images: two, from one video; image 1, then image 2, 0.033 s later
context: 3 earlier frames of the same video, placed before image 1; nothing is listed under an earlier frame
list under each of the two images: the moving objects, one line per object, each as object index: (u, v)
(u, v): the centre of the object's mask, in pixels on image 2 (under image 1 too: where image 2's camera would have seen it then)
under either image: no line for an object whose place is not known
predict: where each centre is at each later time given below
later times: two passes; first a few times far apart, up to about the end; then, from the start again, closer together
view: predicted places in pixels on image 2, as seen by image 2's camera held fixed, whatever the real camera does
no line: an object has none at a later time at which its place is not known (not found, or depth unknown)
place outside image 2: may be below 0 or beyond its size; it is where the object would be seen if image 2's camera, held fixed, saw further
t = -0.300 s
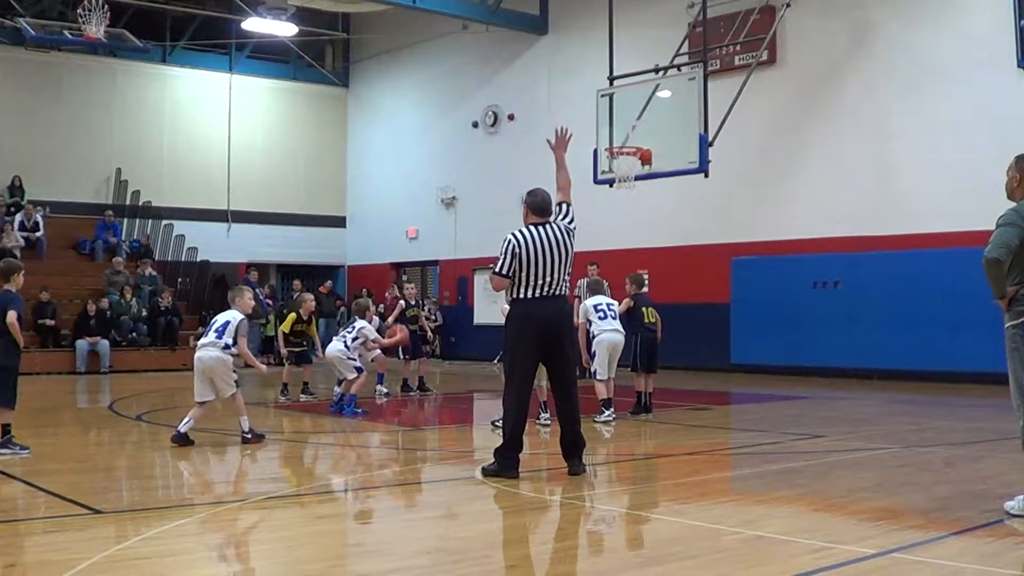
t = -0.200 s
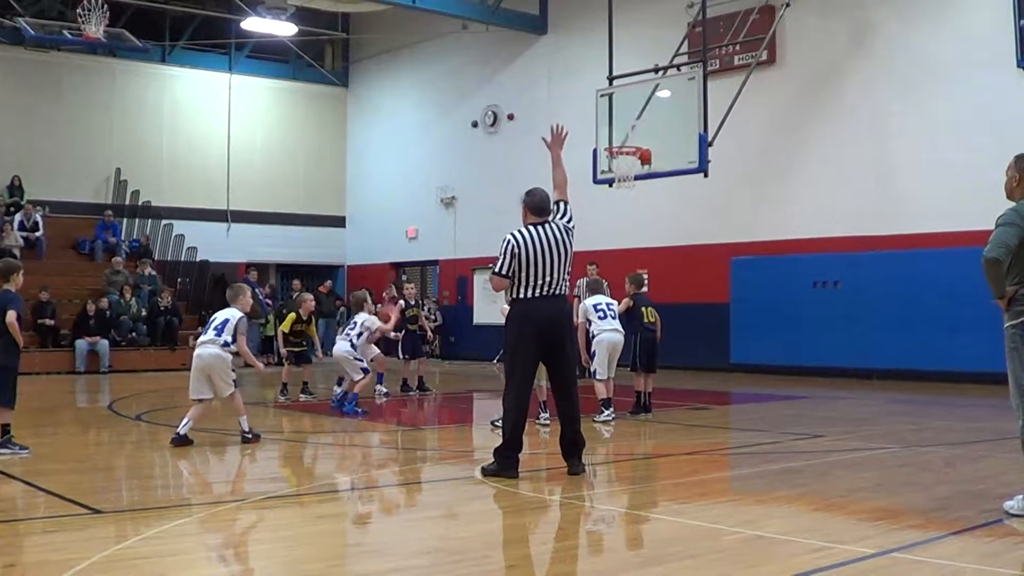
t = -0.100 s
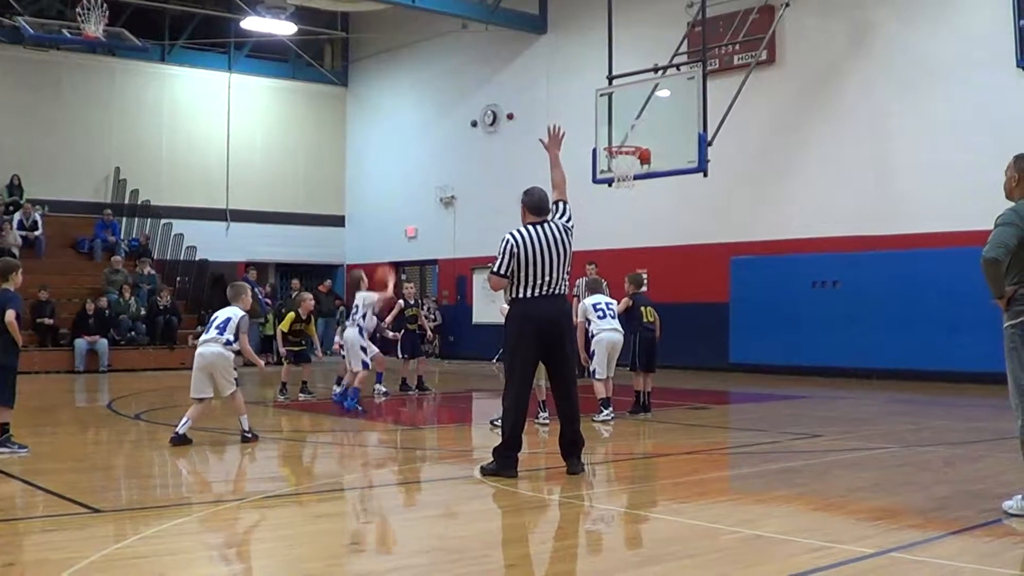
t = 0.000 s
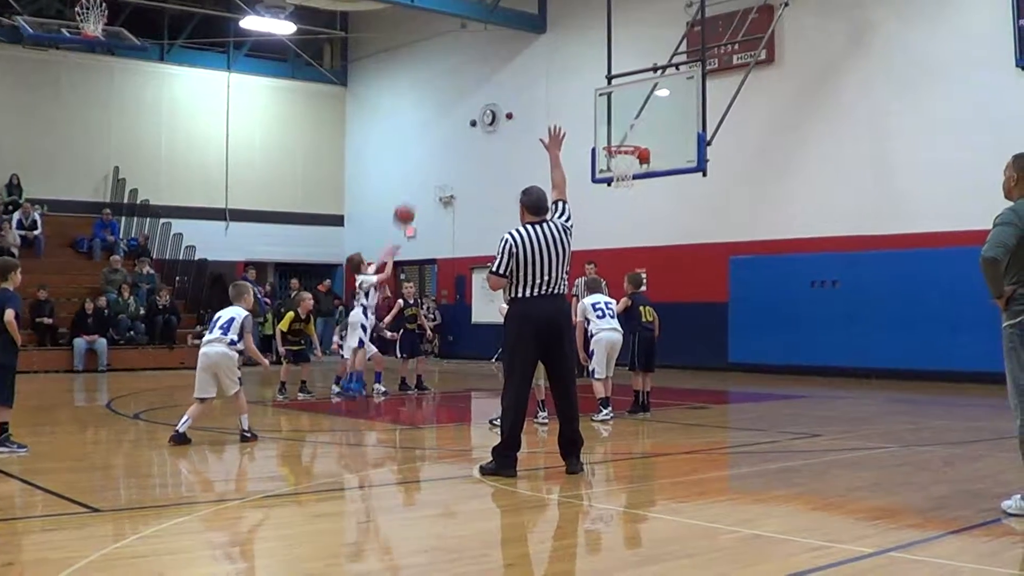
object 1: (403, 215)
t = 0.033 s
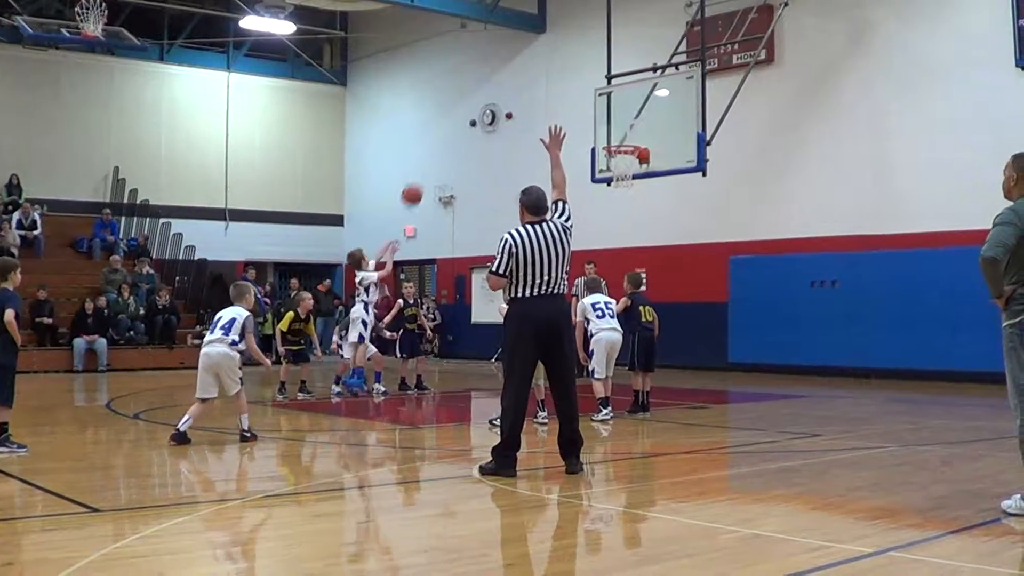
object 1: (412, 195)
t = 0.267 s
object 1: (466, 87)
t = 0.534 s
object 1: (524, 27)
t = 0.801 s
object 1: (576, 29)
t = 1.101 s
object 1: (630, 96)
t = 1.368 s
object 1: (651, 106)
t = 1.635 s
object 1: (662, 79)
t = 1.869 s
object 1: (675, 100)
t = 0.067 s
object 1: (420, 176)
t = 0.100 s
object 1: (428, 158)
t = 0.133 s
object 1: (436, 142)
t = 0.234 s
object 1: (459, 99)
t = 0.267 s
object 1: (466, 87)
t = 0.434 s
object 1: (502, 42)
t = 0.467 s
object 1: (509, 36)
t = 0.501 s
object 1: (516, 31)
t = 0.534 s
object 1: (524, 27)
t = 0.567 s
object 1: (530, 24)
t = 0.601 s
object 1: (536, 23)
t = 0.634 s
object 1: (542, 22)
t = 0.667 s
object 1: (549, 22)
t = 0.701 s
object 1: (556, 22)
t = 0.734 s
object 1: (562, 23)
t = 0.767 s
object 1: (569, 26)
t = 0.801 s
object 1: (576, 29)
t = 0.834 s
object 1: (581, 34)
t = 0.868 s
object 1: (588, 39)
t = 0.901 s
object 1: (593, 44)
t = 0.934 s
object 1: (600, 51)
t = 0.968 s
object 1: (606, 58)
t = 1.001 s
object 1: (612, 66)
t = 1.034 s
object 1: (617, 75)
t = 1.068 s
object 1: (623, 85)
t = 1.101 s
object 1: (630, 96)
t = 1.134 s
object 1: (635, 107)
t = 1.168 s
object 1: (641, 119)
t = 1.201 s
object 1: (647, 132)
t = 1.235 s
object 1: (645, 141)
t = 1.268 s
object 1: (646, 130)
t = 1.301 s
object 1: (648, 122)
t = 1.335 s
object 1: (649, 113)
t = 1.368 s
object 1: (651, 106)
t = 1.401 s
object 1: (652, 101)
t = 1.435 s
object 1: (653, 95)
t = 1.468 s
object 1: (655, 89)
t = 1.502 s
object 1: (656, 85)
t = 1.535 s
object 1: (658, 82)
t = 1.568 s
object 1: (659, 81)
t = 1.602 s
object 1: (661, 80)
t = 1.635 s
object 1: (662, 79)
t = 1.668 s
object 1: (664, 79)
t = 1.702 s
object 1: (666, 80)
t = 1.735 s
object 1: (667, 81)
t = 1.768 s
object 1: (669, 85)
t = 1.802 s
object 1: (671, 89)
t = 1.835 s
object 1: (673, 94)
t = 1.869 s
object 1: (675, 100)
